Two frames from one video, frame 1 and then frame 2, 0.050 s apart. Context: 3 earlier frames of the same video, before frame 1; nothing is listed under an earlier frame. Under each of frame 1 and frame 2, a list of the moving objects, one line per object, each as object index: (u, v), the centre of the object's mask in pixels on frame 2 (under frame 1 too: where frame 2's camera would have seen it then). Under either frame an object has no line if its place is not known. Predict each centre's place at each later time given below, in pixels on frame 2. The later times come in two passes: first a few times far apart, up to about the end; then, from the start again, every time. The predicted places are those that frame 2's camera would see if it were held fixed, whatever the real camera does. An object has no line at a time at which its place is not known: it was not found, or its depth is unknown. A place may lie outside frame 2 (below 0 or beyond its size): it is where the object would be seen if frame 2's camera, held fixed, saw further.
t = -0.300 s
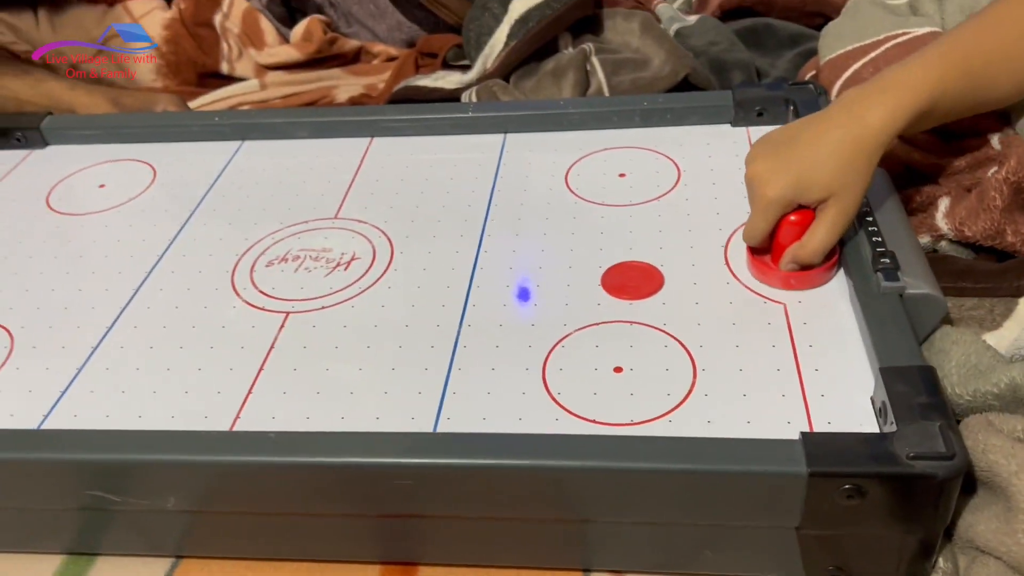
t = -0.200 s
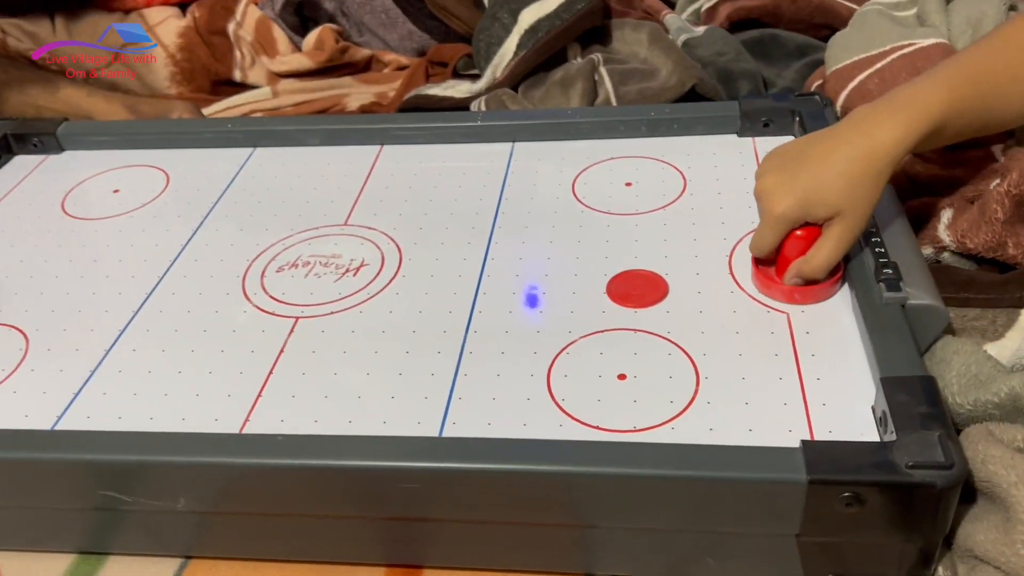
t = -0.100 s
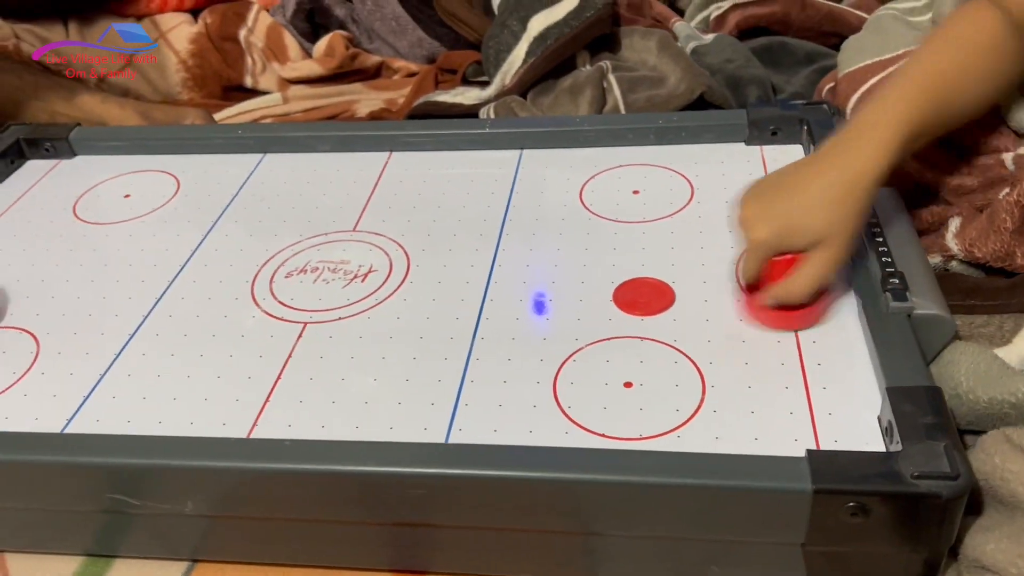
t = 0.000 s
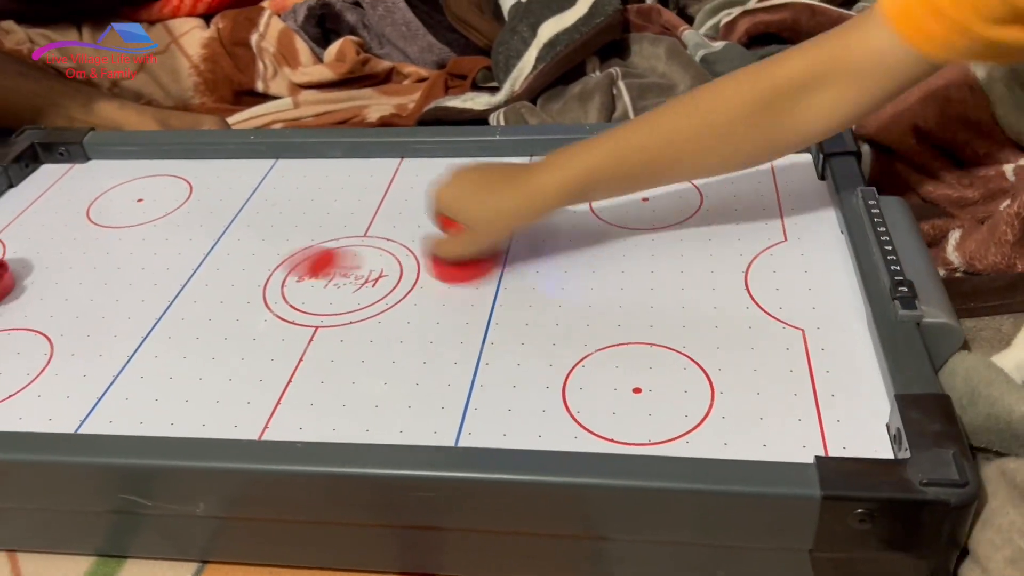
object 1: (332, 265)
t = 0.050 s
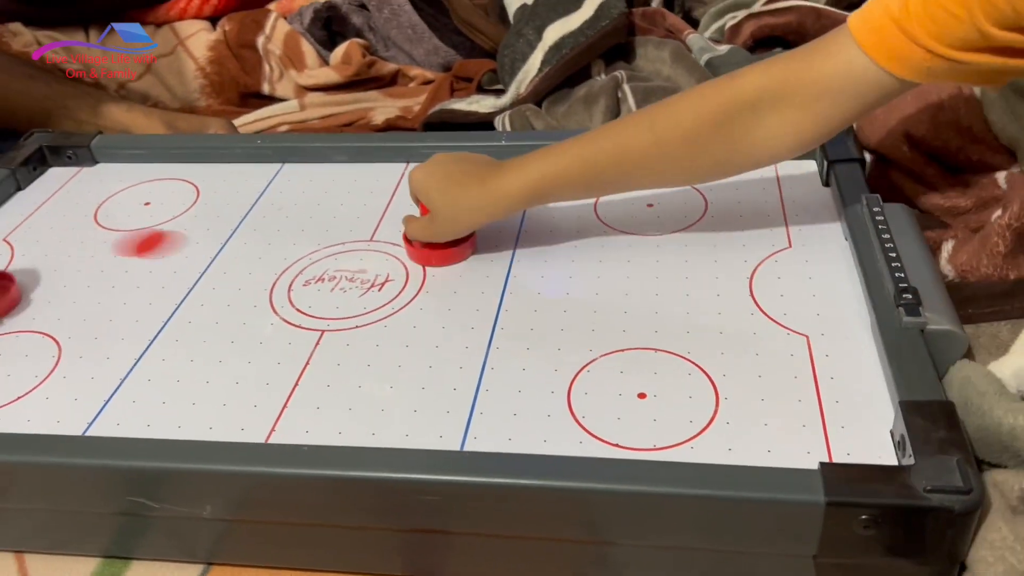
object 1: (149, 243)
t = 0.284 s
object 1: (135, 200)
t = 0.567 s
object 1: (232, 189)
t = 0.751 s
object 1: (251, 191)
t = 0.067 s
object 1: (99, 237)
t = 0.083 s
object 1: (44, 229)
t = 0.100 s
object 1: (9, 221)
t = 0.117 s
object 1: (14, 214)
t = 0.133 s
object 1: (26, 209)
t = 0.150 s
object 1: (40, 205)
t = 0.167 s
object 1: (53, 204)
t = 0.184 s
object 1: (69, 205)
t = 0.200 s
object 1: (84, 207)
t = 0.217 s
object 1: (94, 205)
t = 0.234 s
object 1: (105, 201)
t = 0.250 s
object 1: (116, 200)
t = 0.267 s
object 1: (126, 200)
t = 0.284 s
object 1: (135, 200)
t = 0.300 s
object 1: (144, 198)
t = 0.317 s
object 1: (152, 197)
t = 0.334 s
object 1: (159, 196)
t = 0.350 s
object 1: (166, 195)
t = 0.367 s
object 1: (173, 194)
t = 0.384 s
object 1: (179, 193)
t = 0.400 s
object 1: (185, 193)
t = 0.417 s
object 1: (191, 192)
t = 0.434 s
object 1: (197, 191)
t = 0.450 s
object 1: (202, 191)
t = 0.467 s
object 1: (207, 190)
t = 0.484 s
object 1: (212, 190)
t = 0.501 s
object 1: (217, 189)
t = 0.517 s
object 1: (221, 189)
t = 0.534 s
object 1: (225, 189)
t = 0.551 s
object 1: (229, 189)
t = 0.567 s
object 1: (232, 189)
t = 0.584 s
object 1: (235, 189)
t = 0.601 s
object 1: (238, 190)
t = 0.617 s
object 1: (241, 190)
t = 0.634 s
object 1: (243, 190)
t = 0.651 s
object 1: (245, 190)
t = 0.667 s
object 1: (246, 190)
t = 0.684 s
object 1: (247, 191)
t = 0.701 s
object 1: (249, 191)
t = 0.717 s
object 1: (250, 191)
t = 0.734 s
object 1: (250, 191)
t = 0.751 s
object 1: (251, 191)
